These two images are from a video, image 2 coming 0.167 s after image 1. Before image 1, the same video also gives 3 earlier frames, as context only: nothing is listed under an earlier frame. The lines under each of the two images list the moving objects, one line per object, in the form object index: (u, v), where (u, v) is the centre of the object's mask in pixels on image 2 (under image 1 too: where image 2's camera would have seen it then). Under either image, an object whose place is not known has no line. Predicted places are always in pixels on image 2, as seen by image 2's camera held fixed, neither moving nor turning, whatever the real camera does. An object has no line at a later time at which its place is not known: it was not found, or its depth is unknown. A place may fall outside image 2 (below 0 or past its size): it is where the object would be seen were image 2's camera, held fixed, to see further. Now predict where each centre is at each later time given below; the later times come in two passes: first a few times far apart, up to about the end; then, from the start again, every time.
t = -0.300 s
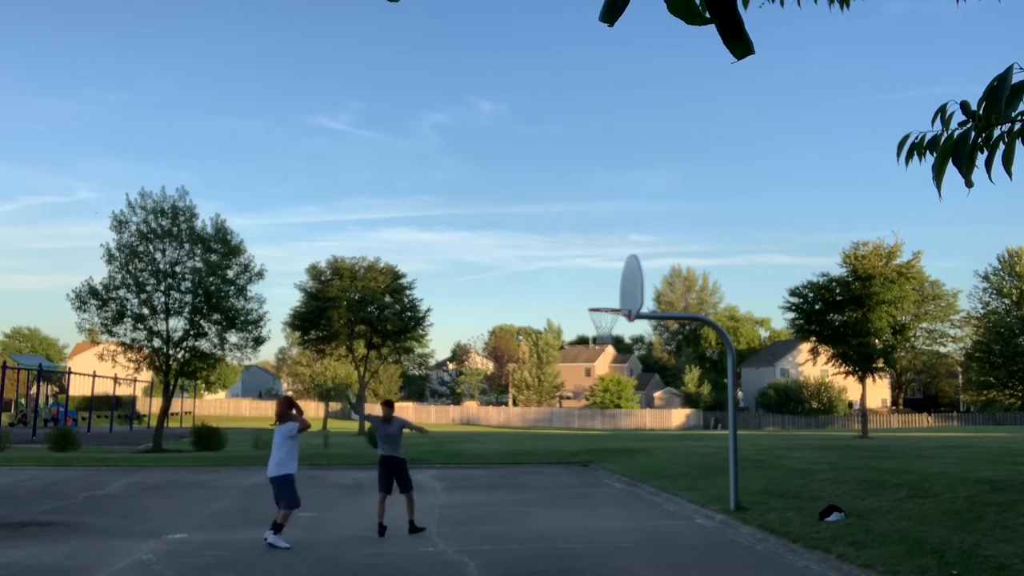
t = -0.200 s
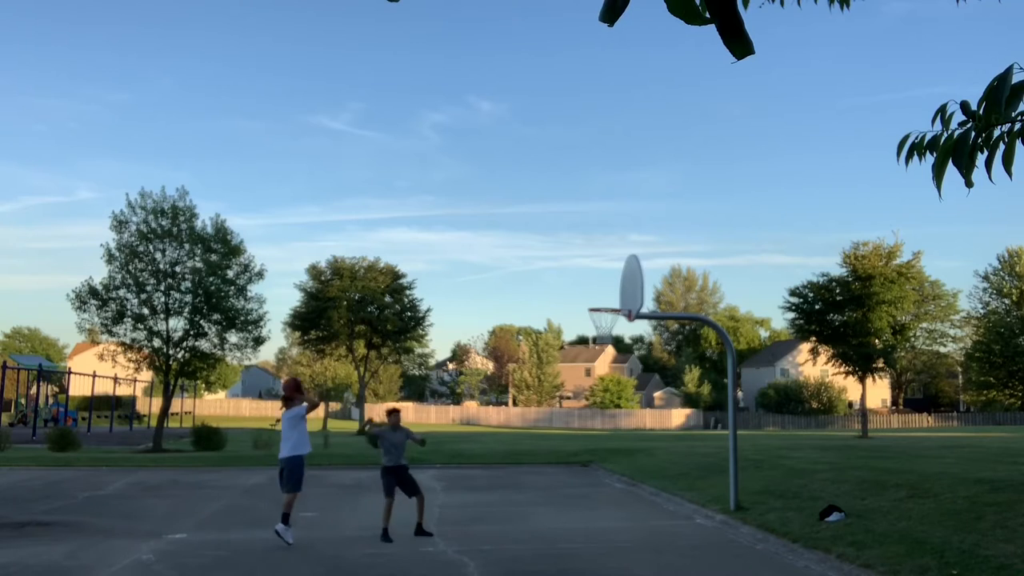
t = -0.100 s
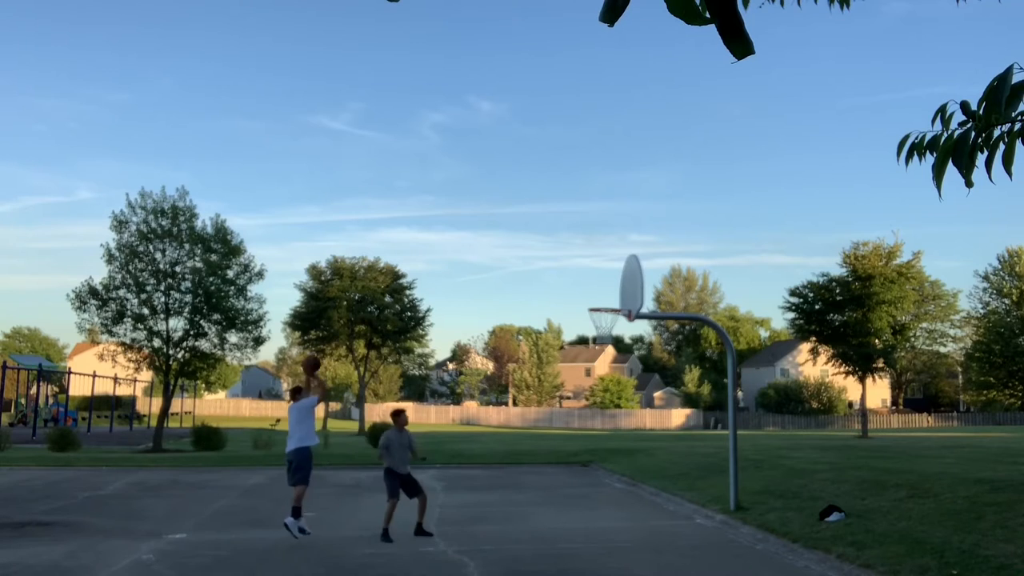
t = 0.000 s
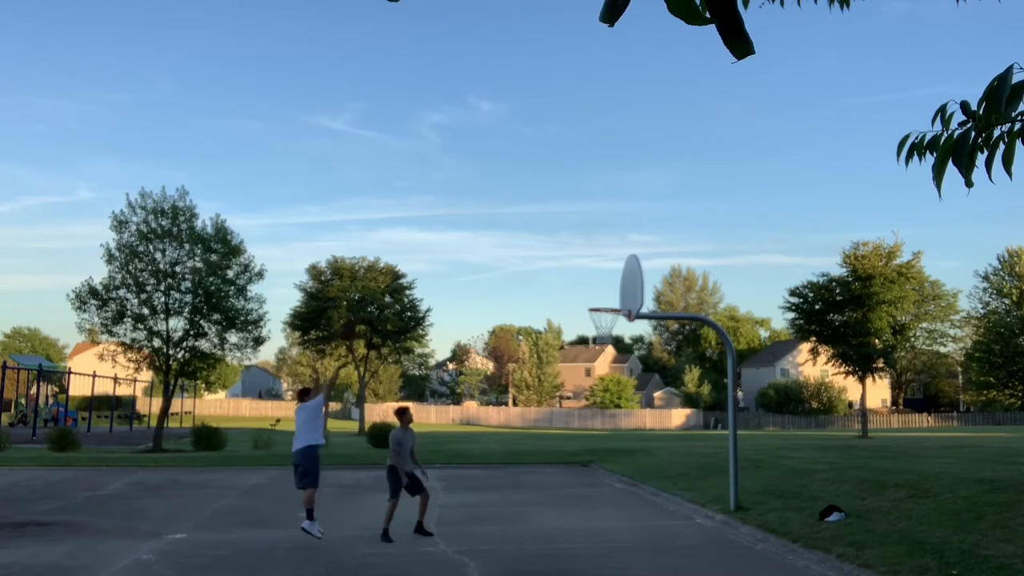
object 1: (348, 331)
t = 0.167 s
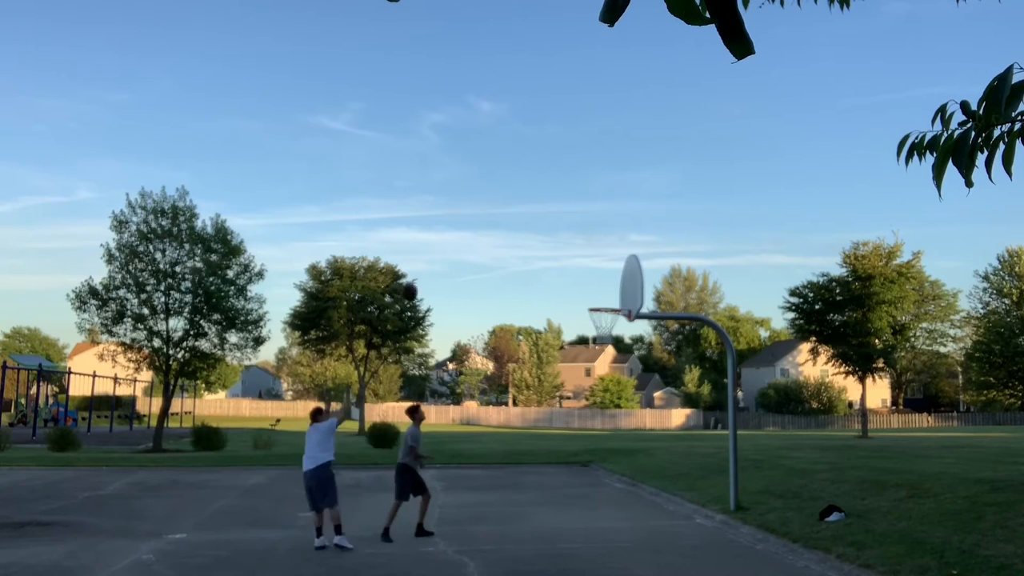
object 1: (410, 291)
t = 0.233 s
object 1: (432, 282)
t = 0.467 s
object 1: (508, 275)
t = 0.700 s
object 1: (578, 304)
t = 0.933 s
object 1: (512, 339)
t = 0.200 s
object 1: (420, 286)
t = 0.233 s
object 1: (432, 282)
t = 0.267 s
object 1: (443, 279)
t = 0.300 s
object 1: (454, 276)
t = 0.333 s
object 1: (466, 274)
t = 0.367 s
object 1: (477, 273)
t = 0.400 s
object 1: (487, 273)
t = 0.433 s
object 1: (498, 274)
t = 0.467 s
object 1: (508, 275)
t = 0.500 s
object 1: (519, 277)
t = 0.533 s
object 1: (529, 280)
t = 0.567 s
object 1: (539, 284)
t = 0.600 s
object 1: (549, 288)
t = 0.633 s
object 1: (559, 293)
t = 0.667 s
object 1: (569, 298)
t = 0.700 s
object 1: (578, 304)
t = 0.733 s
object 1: (576, 308)
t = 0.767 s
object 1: (565, 312)
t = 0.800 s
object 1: (555, 316)
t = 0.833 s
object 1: (544, 320)
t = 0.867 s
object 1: (533, 326)
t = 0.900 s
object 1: (522, 332)
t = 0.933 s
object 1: (512, 339)
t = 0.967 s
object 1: (501, 347)
